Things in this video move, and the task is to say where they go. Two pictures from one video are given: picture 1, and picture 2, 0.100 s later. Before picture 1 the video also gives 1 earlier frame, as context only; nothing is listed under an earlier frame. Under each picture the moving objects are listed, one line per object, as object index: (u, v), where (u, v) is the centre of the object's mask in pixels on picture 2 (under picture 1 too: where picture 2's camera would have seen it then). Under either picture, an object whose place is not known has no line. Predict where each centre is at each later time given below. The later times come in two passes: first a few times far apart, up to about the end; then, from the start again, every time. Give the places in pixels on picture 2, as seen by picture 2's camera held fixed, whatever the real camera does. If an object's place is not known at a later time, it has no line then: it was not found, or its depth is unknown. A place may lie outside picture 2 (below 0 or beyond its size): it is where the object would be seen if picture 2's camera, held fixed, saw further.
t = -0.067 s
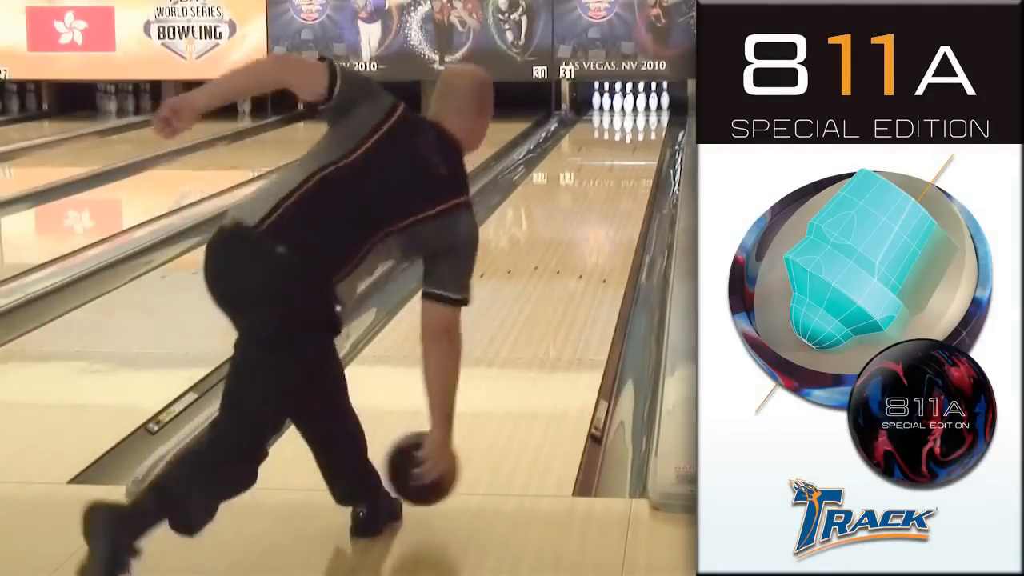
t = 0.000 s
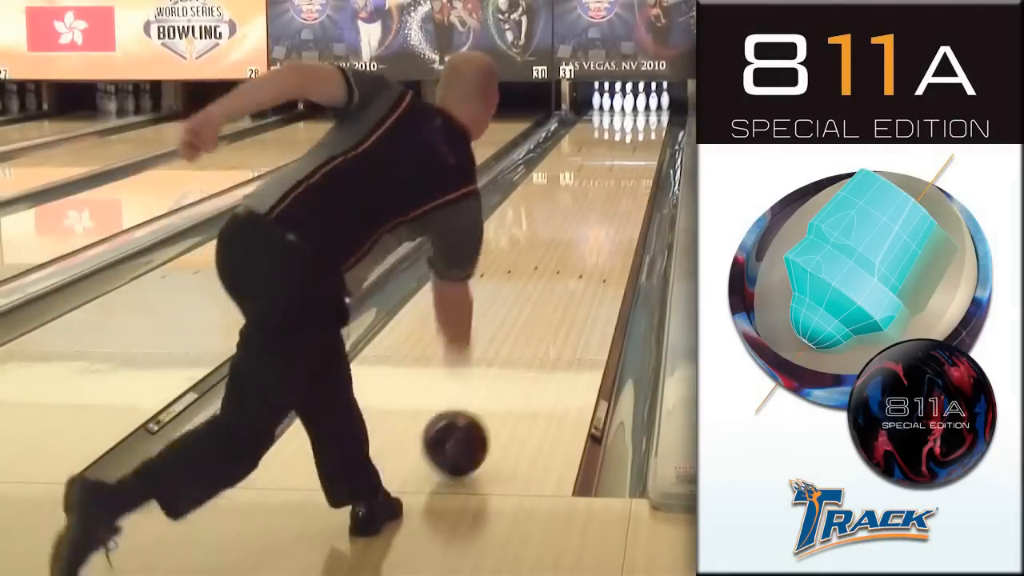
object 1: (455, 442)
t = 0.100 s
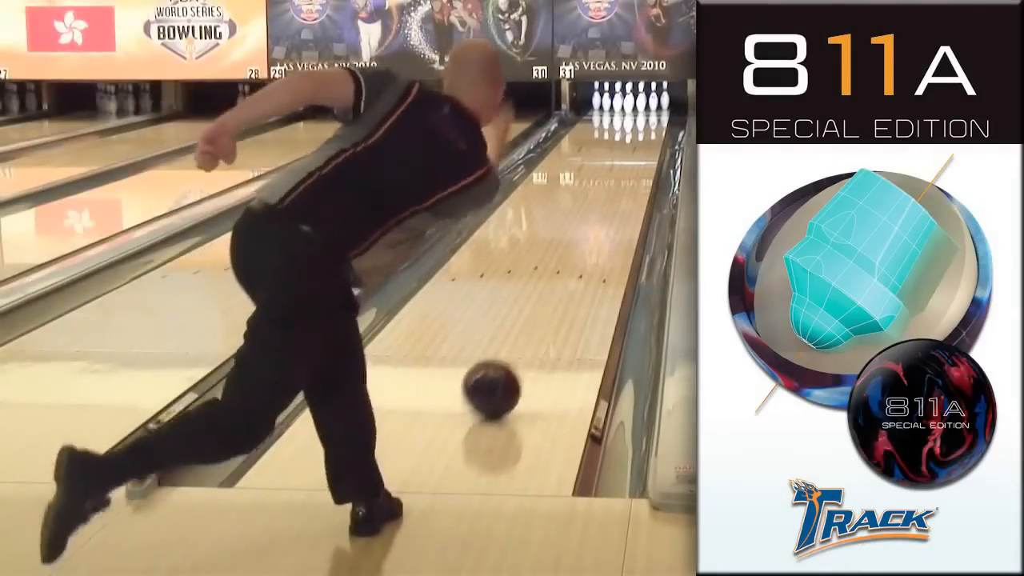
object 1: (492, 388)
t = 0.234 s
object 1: (528, 333)
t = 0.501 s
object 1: (575, 259)
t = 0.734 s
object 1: (602, 216)
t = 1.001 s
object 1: (621, 182)
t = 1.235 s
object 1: (633, 159)
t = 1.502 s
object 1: (642, 140)
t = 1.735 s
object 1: (646, 126)
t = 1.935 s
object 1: (644, 117)
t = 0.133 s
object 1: (502, 373)
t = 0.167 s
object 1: (511, 358)
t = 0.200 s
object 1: (520, 345)
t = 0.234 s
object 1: (528, 333)
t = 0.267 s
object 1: (535, 321)
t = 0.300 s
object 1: (542, 311)
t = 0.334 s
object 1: (549, 300)
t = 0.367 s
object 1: (555, 291)
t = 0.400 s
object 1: (561, 282)
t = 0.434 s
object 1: (566, 274)
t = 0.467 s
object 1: (571, 266)
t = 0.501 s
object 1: (575, 259)
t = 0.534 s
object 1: (580, 252)
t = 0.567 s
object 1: (584, 245)
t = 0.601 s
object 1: (588, 239)
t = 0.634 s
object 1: (592, 233)
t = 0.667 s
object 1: (595, 227)
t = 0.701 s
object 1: (598, 221)
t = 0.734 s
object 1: (602, 216)
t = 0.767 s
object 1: (604, 211)
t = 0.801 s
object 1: (607, 206)
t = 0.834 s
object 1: (610, 202)
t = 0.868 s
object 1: (612, 198)
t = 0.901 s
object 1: (615, 193)
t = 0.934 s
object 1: (617, 189)
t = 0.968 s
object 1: (619, 186)
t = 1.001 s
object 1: (621, 182)
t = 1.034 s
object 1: (623, 178)
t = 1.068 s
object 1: (625, 175)
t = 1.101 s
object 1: (626, 171)
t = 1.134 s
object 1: (628, 168)
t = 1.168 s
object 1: (630, 165)
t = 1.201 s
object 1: (632, 162)
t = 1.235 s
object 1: (633, 159)
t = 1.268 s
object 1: (634, 157)
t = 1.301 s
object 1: (635, 154)
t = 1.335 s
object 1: (637, 151)
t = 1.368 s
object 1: (638, 149)
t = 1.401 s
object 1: (639, 147)
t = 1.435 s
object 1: (640, 145)
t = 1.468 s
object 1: (641, 143)
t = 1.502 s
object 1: (642, 140)
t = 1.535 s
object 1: (643, 138)
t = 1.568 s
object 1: (643, 136)
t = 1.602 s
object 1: (644, 134)
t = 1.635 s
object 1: (645, 132)
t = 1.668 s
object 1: (645, 130)
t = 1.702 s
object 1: (645, 128)
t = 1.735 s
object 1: (646, 126)
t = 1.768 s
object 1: (645, 125)
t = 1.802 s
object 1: (646, 123)
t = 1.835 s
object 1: (646, 121)
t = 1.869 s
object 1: (645, 120)
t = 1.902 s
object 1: (645, 119)
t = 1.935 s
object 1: (644, 117)
